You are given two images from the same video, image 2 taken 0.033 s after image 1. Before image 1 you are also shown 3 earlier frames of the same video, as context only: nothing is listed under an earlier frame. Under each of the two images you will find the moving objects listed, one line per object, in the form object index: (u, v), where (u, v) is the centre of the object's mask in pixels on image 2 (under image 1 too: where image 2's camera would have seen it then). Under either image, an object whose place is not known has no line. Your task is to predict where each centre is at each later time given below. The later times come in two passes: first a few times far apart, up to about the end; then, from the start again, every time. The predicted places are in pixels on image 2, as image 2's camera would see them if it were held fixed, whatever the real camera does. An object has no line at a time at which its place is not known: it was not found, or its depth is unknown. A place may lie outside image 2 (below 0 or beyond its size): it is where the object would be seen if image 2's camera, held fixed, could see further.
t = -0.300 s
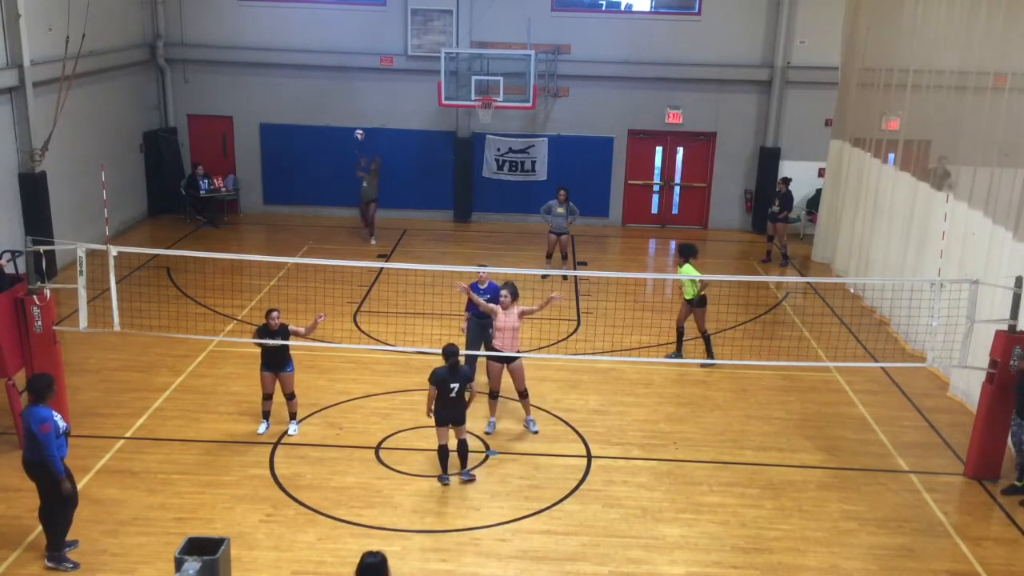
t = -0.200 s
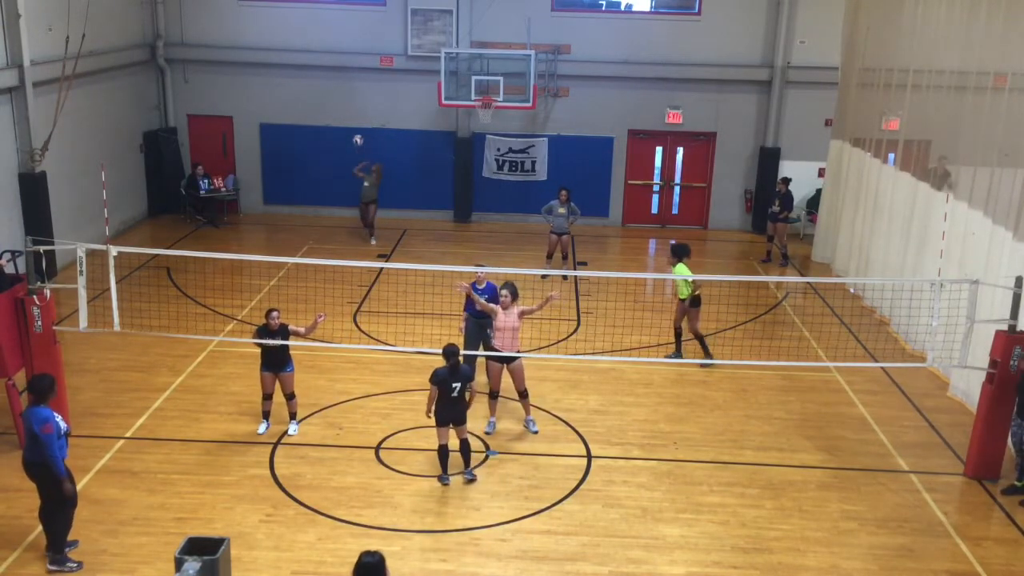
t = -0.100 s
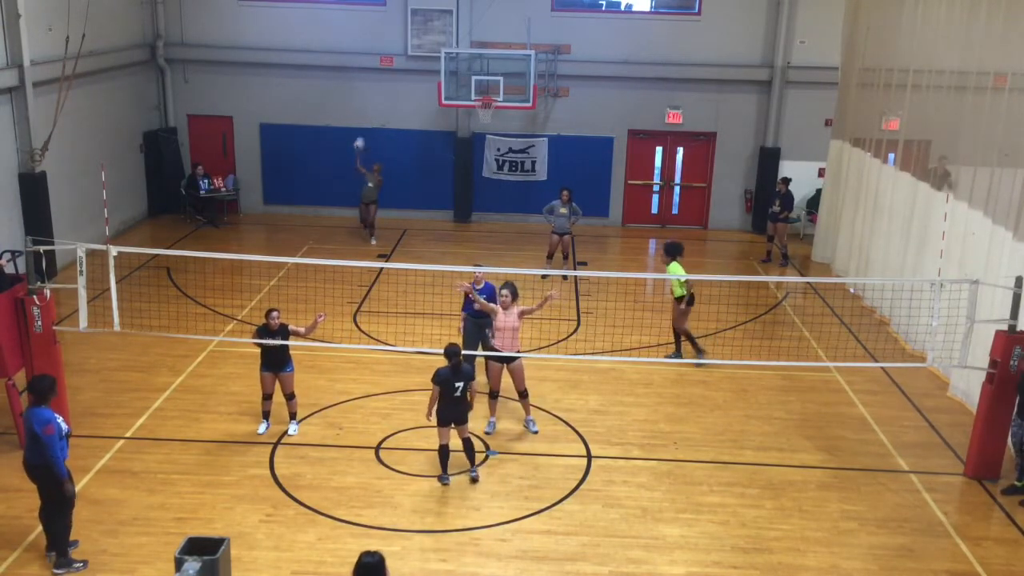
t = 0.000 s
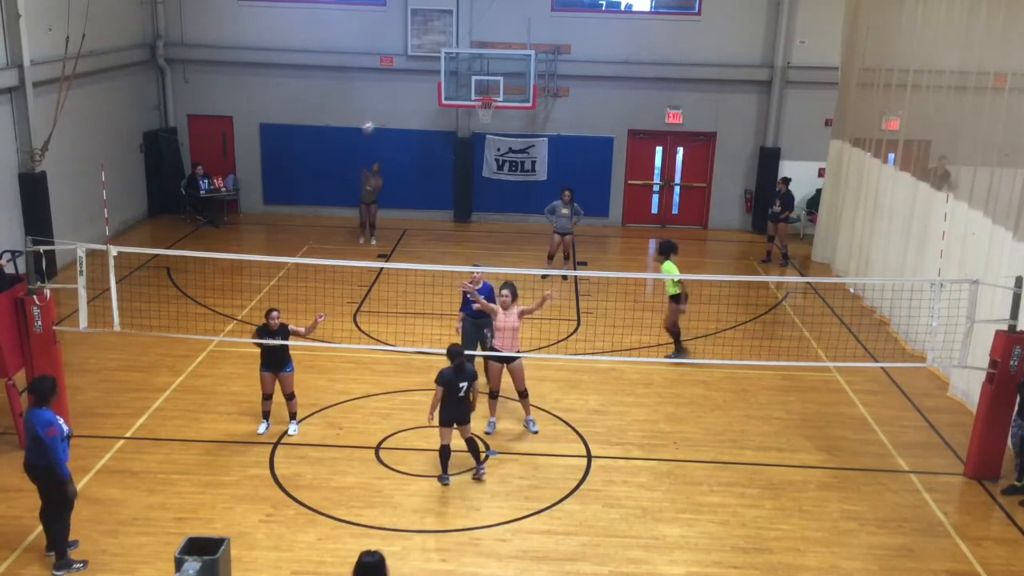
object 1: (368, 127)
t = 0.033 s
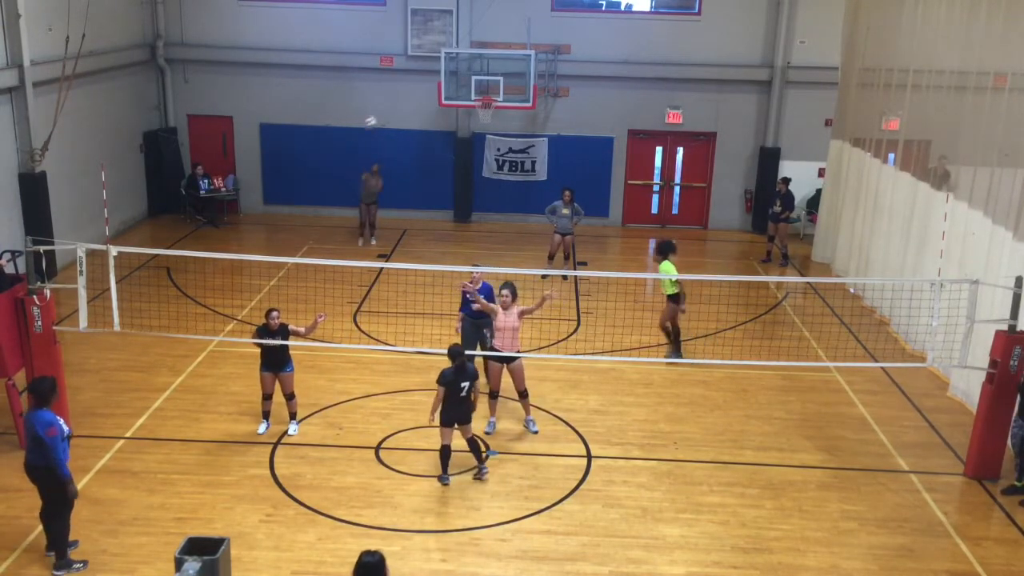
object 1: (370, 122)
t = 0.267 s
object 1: (396, 102)
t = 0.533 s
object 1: (438, 123)
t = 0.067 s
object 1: (374, 118)
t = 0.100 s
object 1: (377, 113)
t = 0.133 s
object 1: (381, 110)
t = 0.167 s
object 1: (383, 108)
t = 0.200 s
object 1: (387, 106)
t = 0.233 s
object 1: (391, 103)
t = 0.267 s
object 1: (396, 102)
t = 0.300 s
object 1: (400, 102)
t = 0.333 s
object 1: (404, 103)
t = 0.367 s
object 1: (409, 105)
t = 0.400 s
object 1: (414, 107)
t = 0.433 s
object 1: (420, 109)
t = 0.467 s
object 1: (425, 112)
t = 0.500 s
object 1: (430, 116)
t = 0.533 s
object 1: (438, 123)
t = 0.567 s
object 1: (444, 129)
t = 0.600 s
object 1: (451, 137)
